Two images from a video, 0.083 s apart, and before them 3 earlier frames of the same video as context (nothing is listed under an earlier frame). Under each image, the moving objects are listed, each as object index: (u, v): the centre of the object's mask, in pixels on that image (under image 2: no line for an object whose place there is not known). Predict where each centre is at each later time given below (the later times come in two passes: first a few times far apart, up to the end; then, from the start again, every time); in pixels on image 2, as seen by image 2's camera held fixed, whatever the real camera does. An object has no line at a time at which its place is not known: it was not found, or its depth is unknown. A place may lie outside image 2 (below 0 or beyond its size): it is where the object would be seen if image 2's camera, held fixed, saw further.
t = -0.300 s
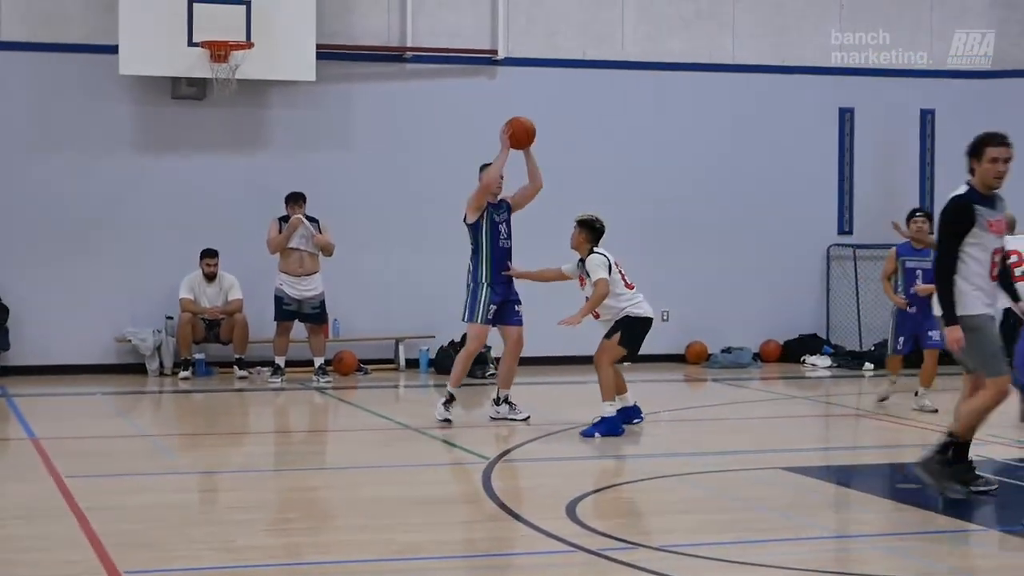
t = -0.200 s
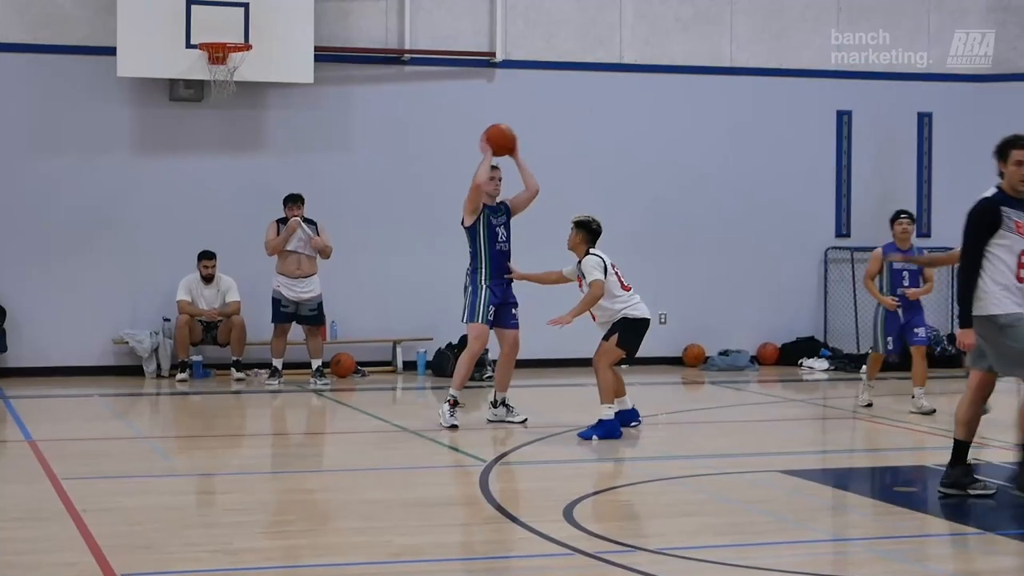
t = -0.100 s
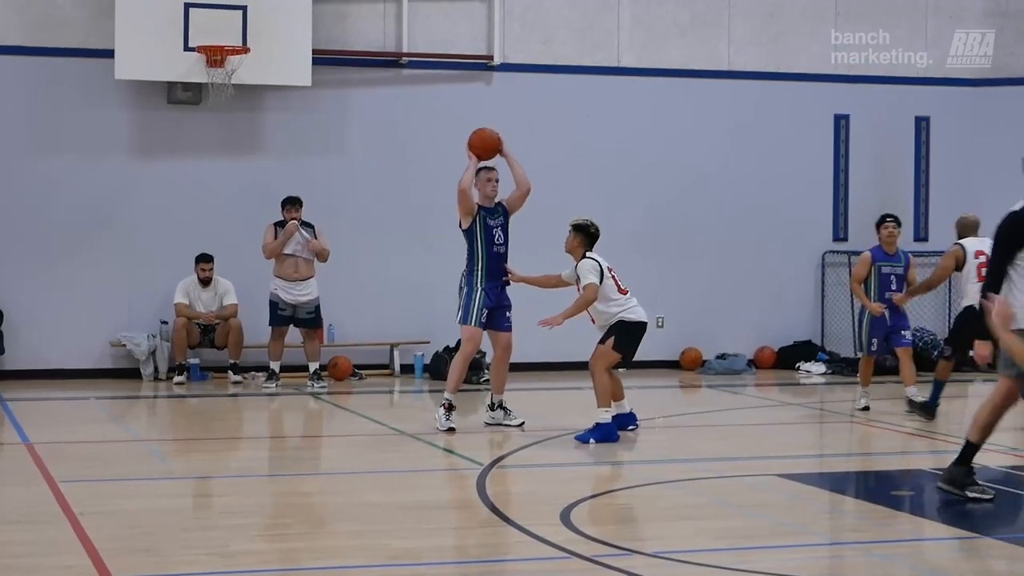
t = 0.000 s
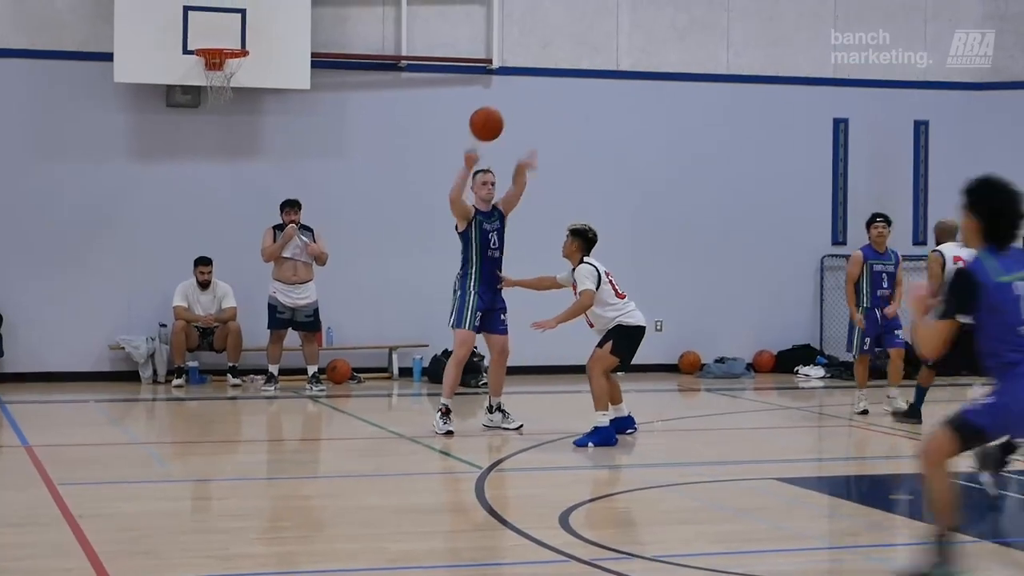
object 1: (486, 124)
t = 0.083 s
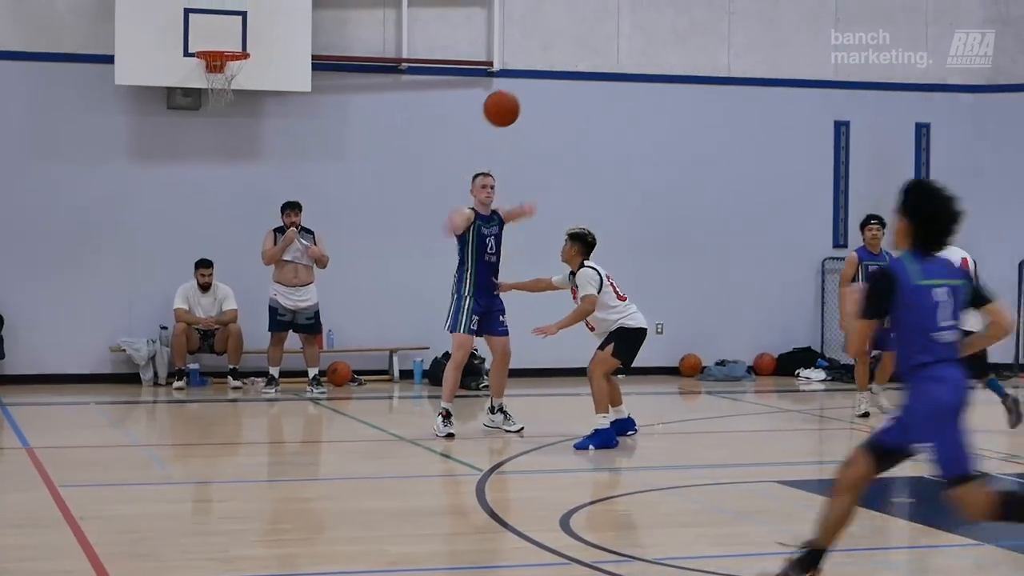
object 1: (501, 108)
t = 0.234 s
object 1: (531, 100)
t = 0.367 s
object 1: (564, 125)
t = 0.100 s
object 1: (505, 106)
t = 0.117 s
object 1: (508, 104)
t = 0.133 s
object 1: (511, 102)
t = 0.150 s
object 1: (514, 100)
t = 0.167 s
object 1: (518, 99)
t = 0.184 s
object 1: (521, 99)
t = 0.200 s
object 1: (525, 99)
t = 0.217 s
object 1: (528, 99)
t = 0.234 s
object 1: (531, 100)
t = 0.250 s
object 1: (536, 101)
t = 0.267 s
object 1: (539, 103)
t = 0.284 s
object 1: (543, 105)
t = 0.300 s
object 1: (547, 108)
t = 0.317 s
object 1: (551, 111)
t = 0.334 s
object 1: (555, 115)
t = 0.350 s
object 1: (560, 120)
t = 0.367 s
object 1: (564, 125)
